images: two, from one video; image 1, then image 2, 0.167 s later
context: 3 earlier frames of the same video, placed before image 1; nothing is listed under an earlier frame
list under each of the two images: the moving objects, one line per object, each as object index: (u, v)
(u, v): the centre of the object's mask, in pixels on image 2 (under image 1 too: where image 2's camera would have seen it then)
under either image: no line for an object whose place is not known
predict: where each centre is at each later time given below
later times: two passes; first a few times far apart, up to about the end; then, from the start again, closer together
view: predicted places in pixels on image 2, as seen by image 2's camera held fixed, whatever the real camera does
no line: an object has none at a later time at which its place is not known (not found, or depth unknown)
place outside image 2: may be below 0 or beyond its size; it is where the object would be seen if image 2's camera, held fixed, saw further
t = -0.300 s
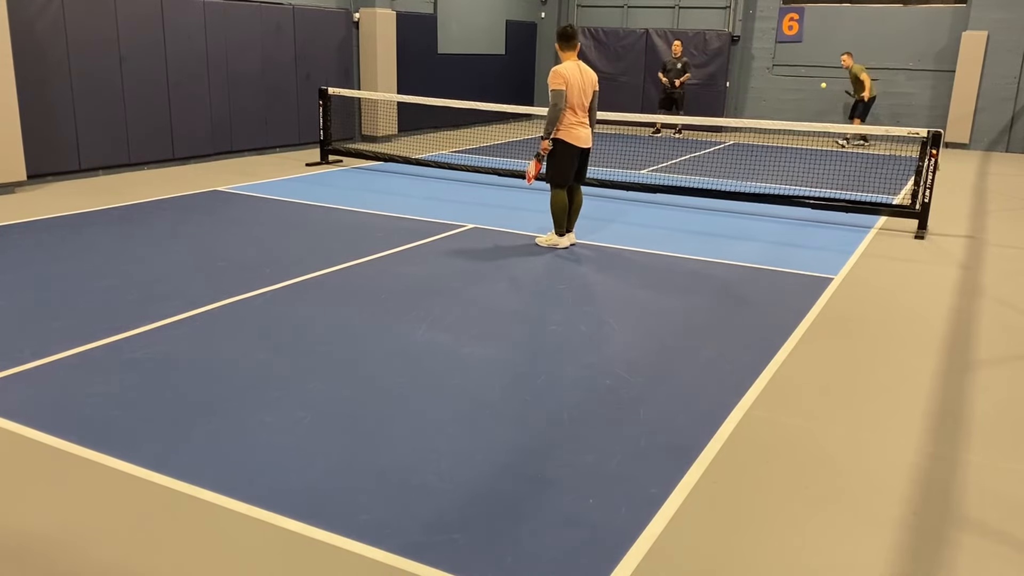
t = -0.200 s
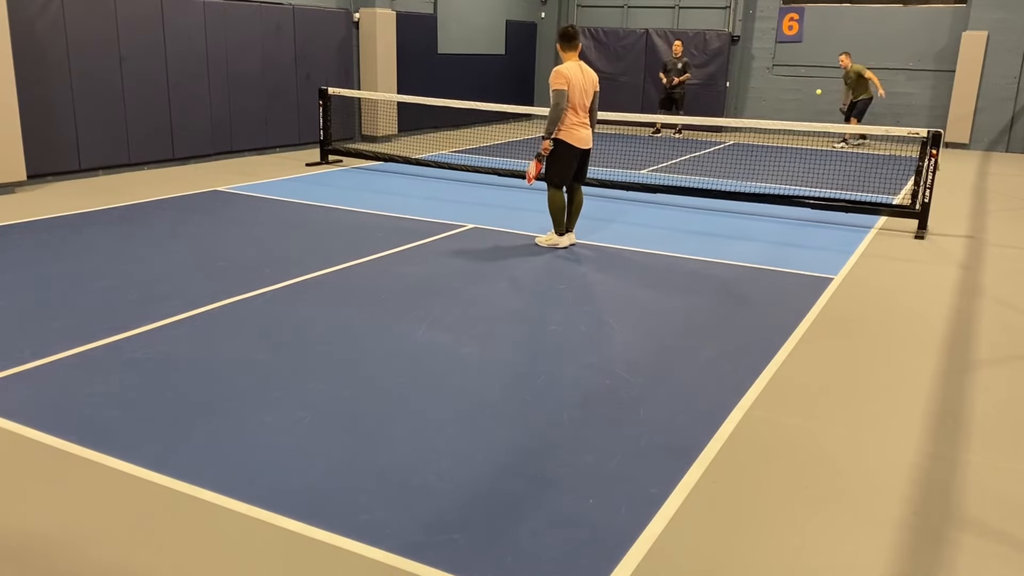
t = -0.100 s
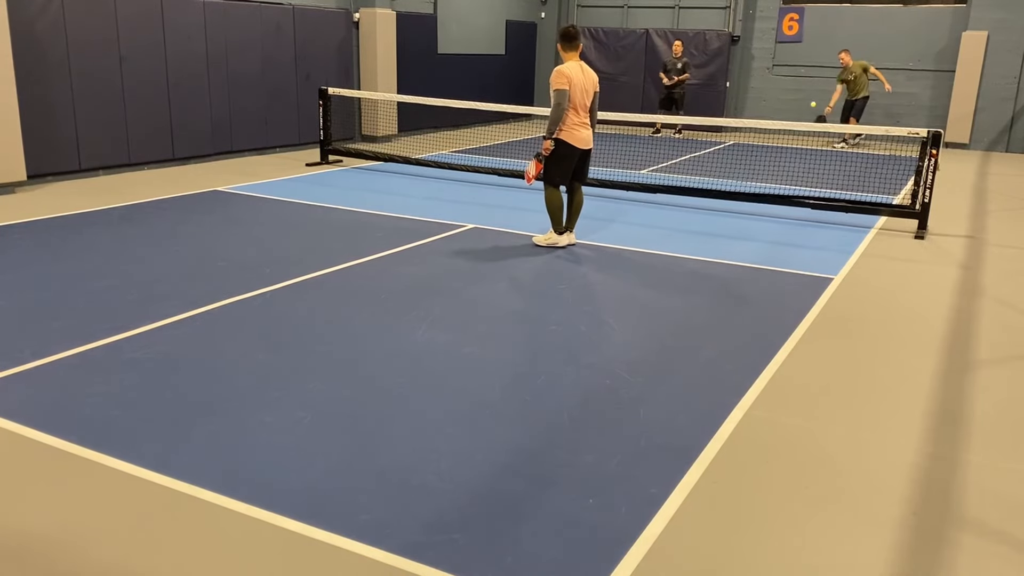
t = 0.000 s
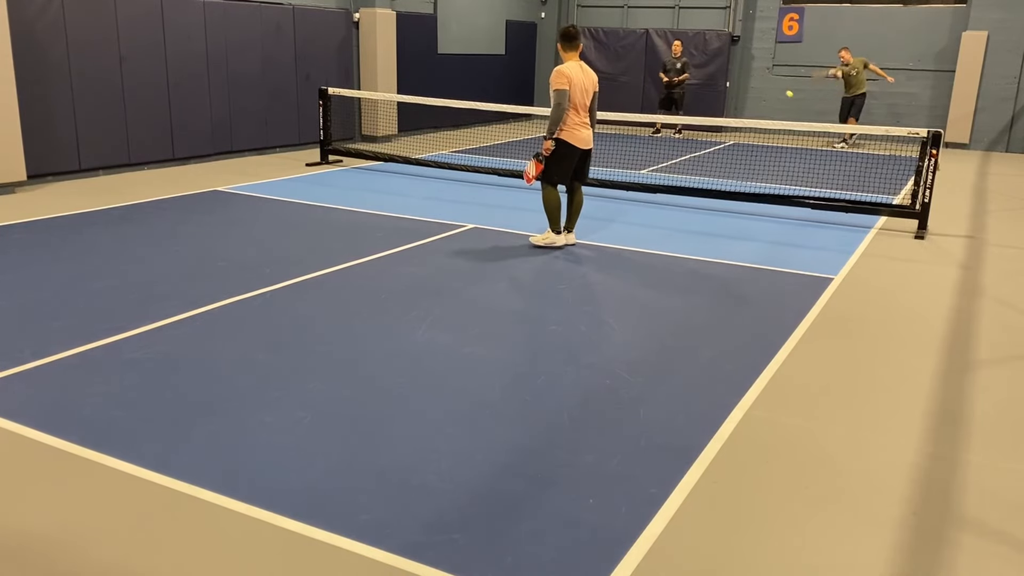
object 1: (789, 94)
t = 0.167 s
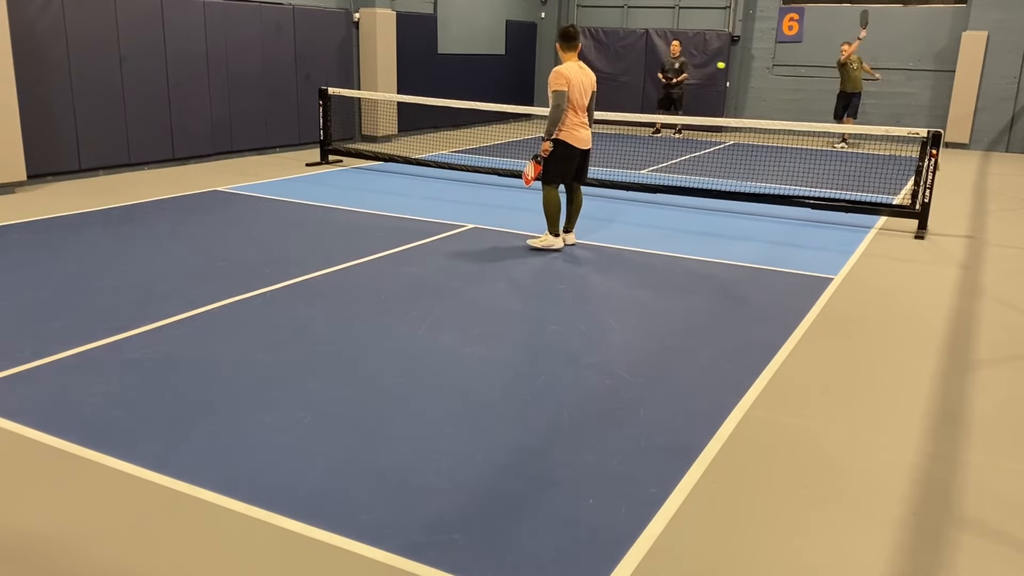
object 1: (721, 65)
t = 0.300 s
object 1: (651, 60)
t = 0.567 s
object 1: (460, 120)
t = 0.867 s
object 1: (168, 207)
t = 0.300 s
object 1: (651, 60)
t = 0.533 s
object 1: (489, 106)
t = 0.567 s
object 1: (460, 120)
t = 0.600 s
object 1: (431, 135)
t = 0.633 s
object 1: (399, 154)
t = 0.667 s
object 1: (368, 174)
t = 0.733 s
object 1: (299, 224)
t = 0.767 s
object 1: (264, 241)
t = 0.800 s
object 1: (233, 228)
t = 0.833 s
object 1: (202, 217)
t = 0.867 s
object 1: (168, 207)
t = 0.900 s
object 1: (134, 198)
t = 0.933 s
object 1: (97, 190)
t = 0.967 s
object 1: (58, 185)
